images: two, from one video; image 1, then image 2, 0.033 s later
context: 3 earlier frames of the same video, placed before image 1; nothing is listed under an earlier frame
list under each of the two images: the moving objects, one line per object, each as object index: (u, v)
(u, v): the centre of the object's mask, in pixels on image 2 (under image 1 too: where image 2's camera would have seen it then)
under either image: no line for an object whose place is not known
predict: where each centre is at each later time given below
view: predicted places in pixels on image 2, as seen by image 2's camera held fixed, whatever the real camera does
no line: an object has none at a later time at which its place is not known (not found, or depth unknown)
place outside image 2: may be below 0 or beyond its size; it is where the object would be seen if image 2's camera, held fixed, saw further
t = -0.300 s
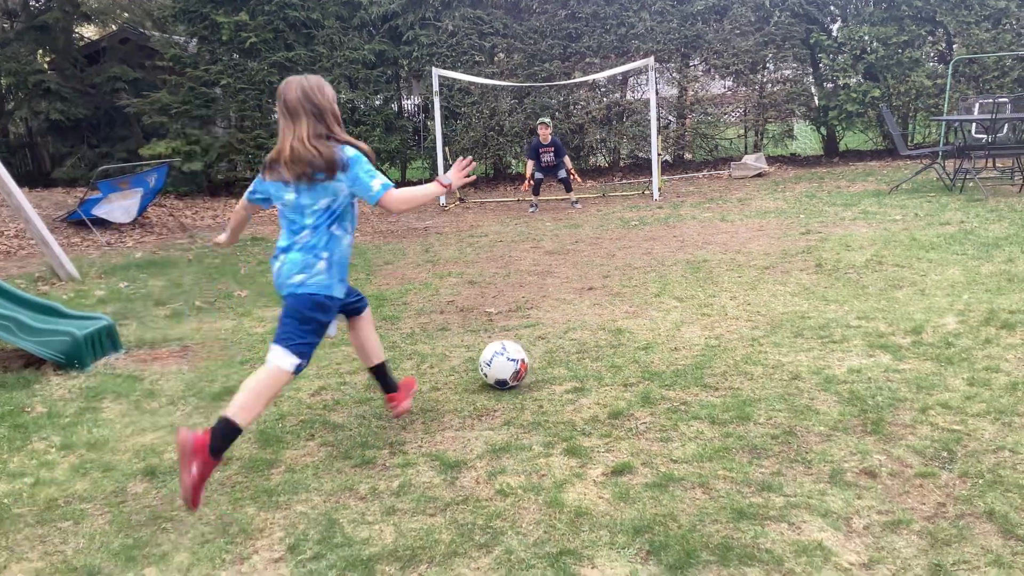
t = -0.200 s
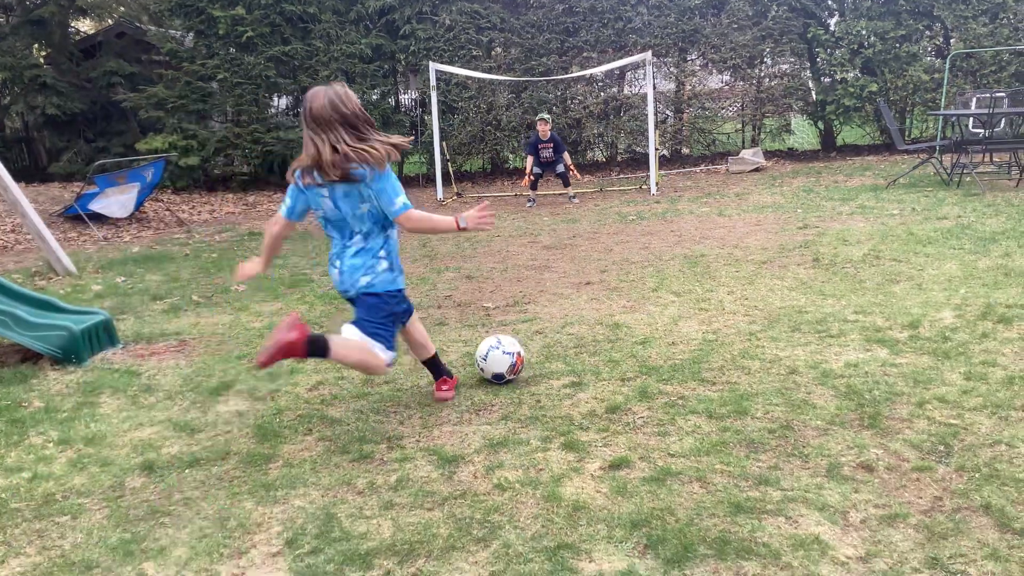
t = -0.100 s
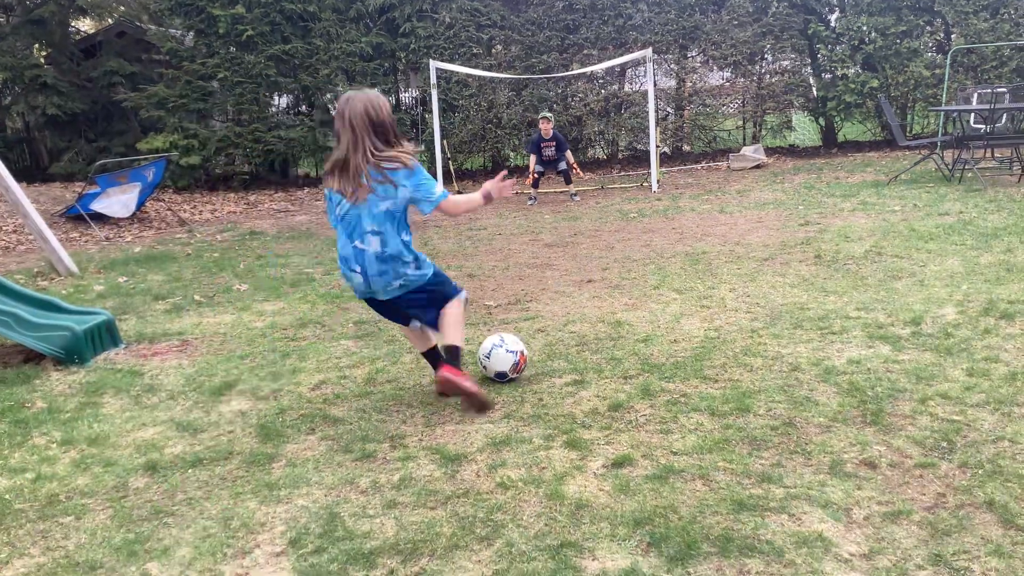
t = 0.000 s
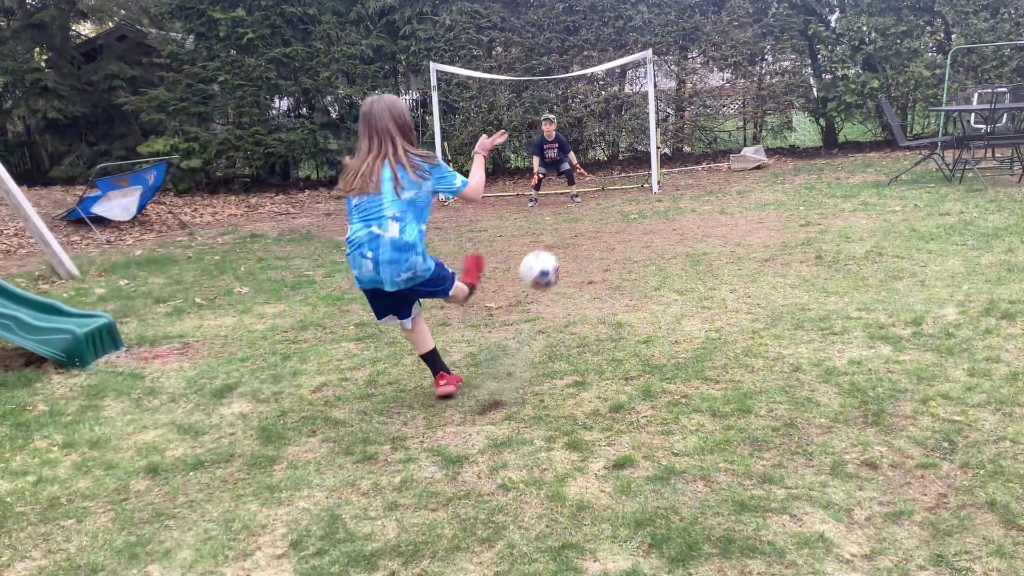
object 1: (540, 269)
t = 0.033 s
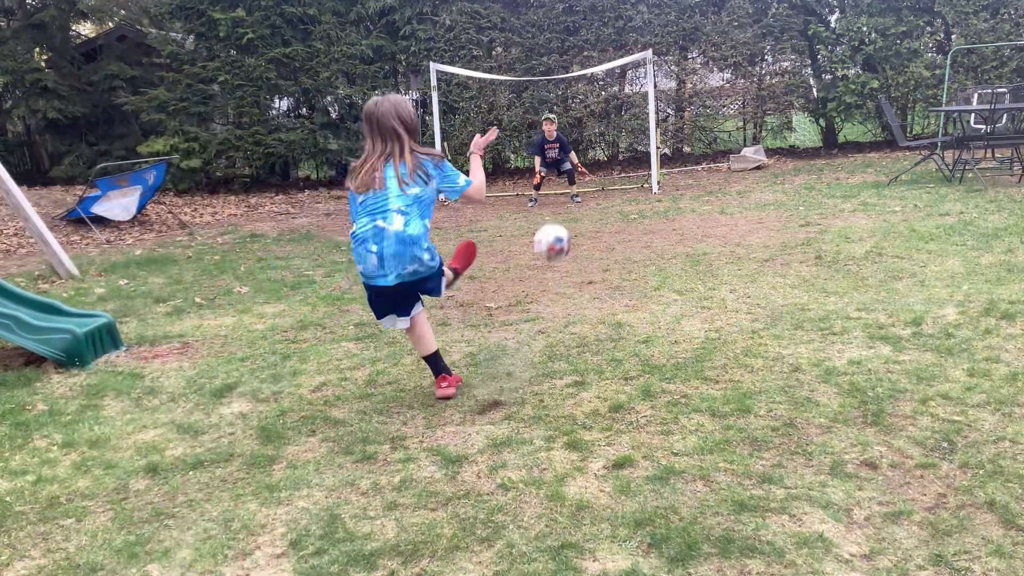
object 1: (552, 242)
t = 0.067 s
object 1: (562, 221)
